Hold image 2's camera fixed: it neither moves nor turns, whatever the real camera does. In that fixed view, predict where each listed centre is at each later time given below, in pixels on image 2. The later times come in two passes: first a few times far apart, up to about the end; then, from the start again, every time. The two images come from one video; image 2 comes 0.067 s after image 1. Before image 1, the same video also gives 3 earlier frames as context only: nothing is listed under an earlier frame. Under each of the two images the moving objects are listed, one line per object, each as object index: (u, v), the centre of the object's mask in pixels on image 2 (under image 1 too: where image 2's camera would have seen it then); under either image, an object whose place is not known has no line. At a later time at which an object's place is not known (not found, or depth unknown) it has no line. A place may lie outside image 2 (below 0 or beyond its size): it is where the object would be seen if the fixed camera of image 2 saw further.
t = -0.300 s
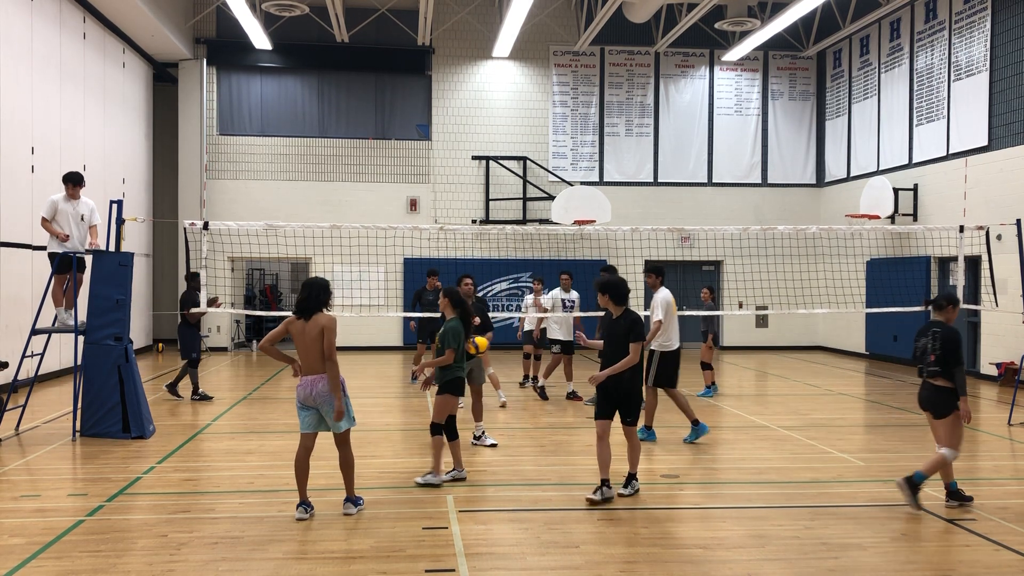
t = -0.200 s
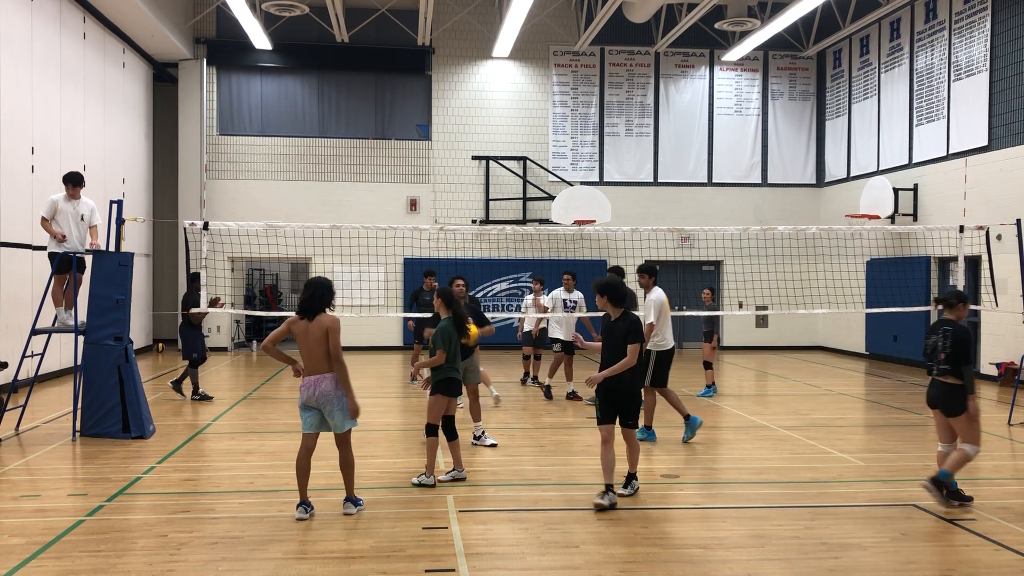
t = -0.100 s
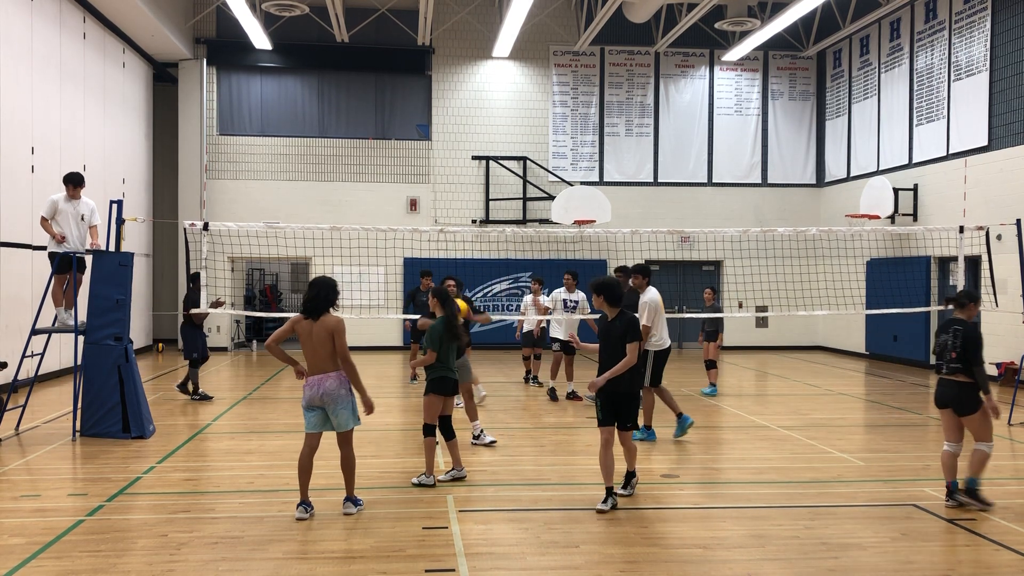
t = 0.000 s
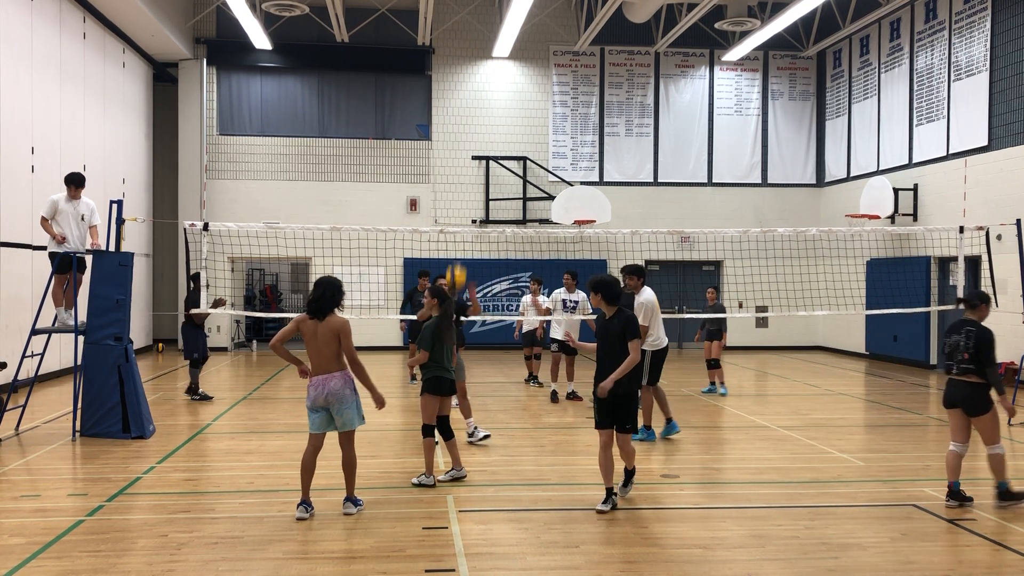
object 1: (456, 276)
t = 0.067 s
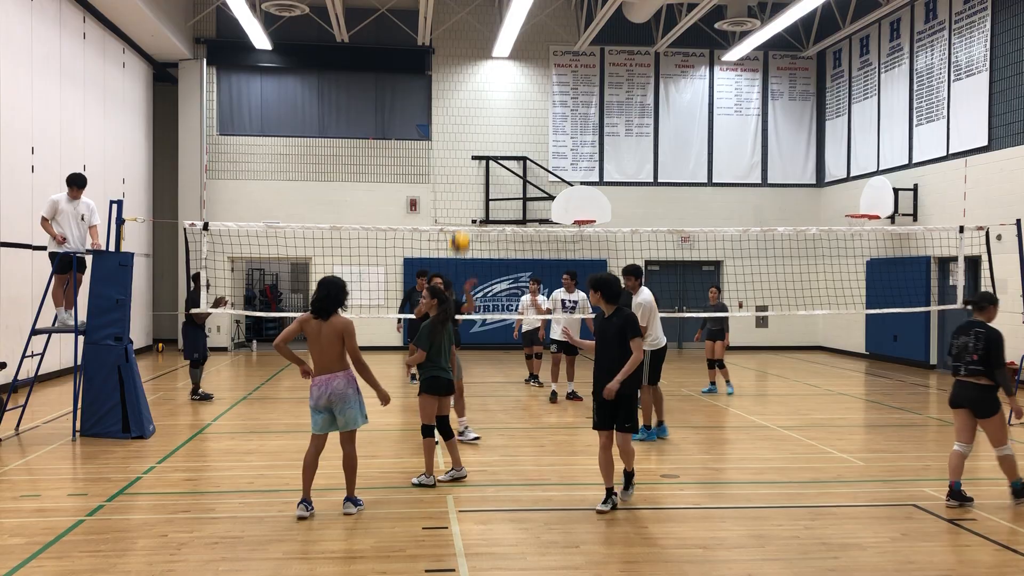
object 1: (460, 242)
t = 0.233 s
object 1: (468, 171)
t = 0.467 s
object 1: (482, 110)
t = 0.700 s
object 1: (497, 103)
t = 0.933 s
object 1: (514, 169)
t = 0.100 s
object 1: (461, 225)
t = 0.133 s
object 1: (463, 211)
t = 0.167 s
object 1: (465, 196)
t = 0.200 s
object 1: (466, 183)
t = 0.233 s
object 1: (468, 171)
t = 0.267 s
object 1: (470, 159)
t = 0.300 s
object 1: (472, 149)
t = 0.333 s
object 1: (474, 139)
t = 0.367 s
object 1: (476, 130)
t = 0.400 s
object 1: (479, 122)
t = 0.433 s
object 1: (480, 115)
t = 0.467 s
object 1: (482, 110)
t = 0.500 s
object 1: (484, 105)
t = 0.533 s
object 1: (486, 101)
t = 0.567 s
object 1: (488, 99)
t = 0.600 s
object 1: (491, 98)
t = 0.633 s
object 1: (493, 99)
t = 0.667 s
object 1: (495, 100)
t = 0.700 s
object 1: (497, 103)
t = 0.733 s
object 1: (499, 107)
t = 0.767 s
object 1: (501, 113)
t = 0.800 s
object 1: (504, 121)
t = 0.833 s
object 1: (506, 130)
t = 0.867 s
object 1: (509, 141)
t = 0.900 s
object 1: (511, 153)
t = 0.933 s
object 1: (514, 169)
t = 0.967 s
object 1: (516, 183)
